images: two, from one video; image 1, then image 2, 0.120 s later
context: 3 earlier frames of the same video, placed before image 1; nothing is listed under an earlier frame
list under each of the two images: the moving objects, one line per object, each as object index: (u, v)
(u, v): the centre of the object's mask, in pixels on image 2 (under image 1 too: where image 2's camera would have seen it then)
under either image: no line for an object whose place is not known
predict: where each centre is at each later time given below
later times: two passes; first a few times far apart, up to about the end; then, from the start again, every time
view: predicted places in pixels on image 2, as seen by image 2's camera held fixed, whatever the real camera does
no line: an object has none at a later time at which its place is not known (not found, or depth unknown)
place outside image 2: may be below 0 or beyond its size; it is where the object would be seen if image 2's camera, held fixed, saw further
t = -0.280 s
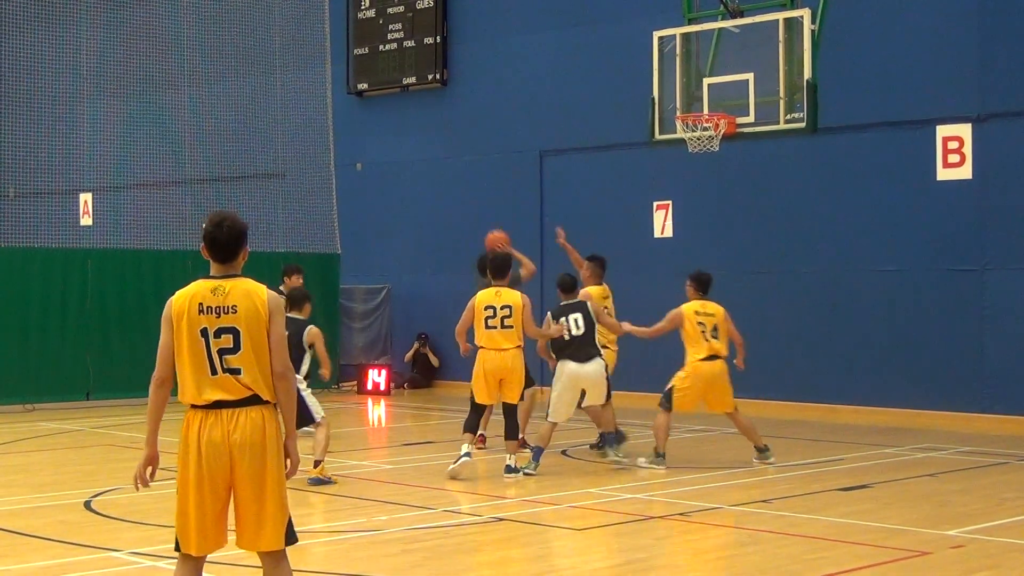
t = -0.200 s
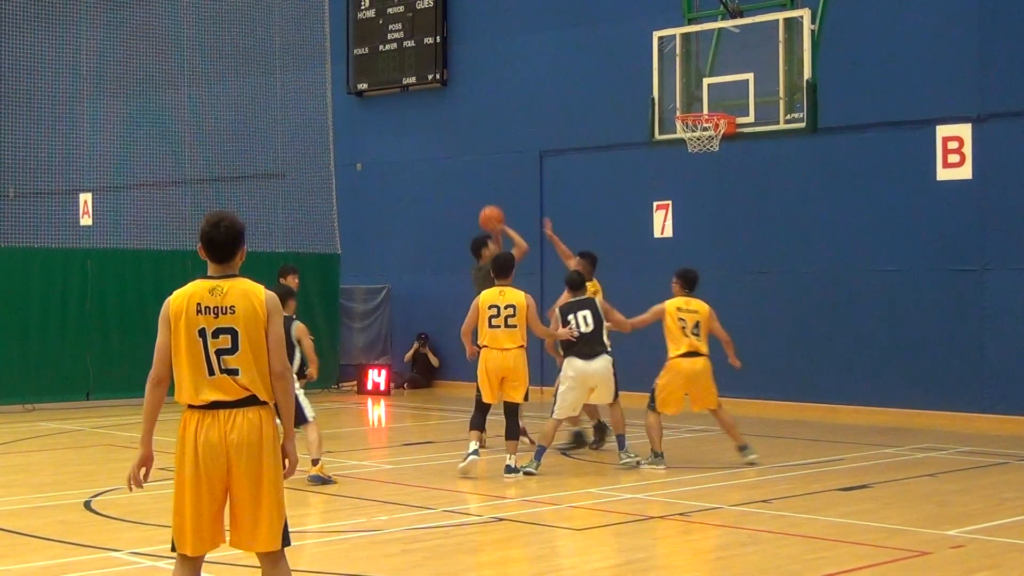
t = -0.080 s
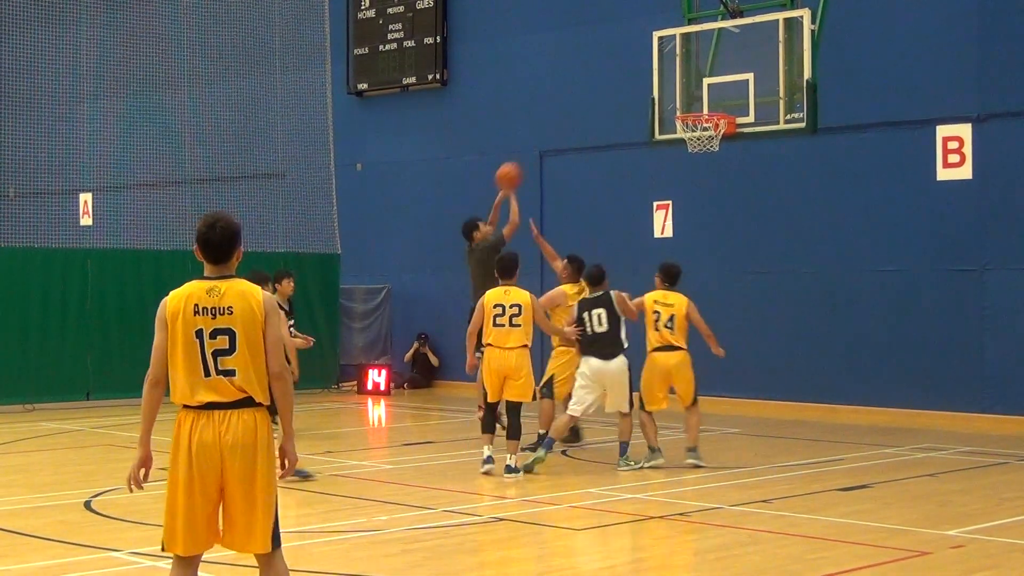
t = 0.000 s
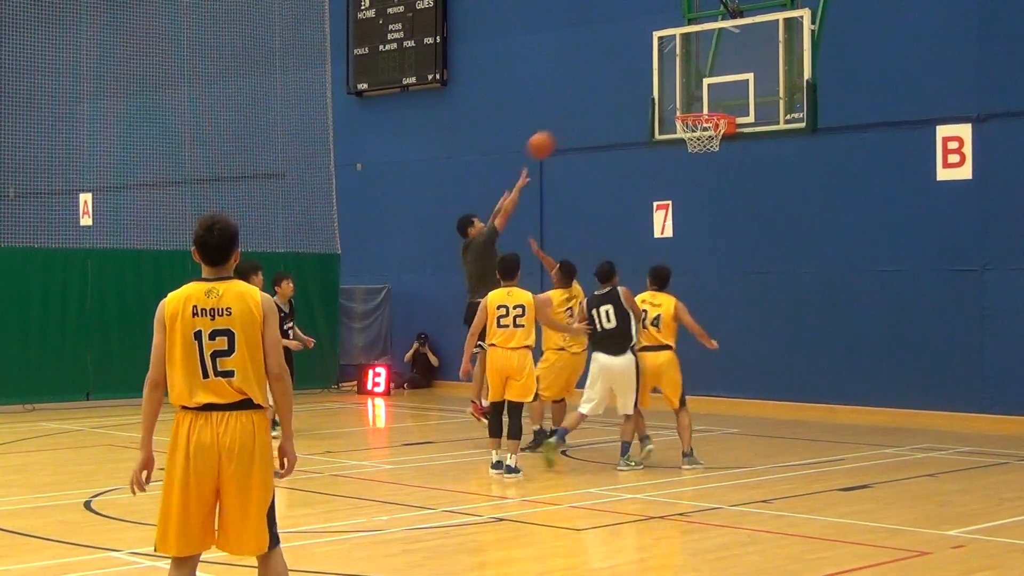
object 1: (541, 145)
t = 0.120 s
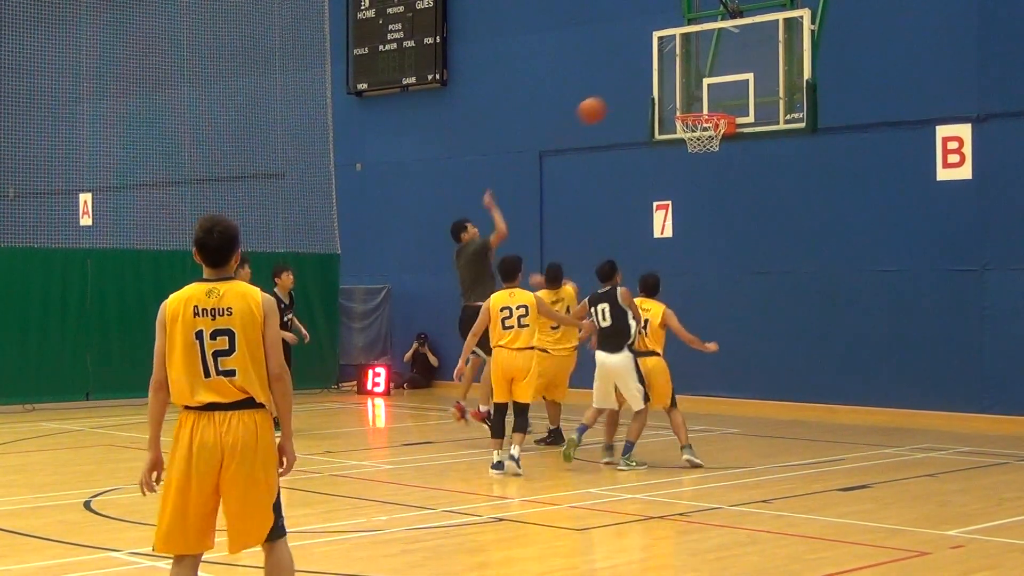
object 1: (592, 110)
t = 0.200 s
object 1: (625, 95)
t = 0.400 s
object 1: (692, 87)
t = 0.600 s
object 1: (693, 101)
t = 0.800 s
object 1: (715, 104)
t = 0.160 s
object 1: (609, 102)
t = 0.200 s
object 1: (625, 95)
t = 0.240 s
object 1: (641, 91)
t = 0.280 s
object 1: (659, 87)
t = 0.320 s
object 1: (675, 85)
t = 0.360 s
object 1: (691, 86)
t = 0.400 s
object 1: (692, 87)
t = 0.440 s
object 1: (691, 89)
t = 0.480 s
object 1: (690, 93)
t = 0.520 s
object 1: (689, 99)
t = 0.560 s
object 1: (689, 104)
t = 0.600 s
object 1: (693, 101)
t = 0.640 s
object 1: (698, 99)
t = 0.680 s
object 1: (702, 98)
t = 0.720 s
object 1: (706, 100)
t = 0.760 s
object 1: (711, 102)
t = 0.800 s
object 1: (715, 104)
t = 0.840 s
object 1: (713, 103)
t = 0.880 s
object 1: (710, 103)
